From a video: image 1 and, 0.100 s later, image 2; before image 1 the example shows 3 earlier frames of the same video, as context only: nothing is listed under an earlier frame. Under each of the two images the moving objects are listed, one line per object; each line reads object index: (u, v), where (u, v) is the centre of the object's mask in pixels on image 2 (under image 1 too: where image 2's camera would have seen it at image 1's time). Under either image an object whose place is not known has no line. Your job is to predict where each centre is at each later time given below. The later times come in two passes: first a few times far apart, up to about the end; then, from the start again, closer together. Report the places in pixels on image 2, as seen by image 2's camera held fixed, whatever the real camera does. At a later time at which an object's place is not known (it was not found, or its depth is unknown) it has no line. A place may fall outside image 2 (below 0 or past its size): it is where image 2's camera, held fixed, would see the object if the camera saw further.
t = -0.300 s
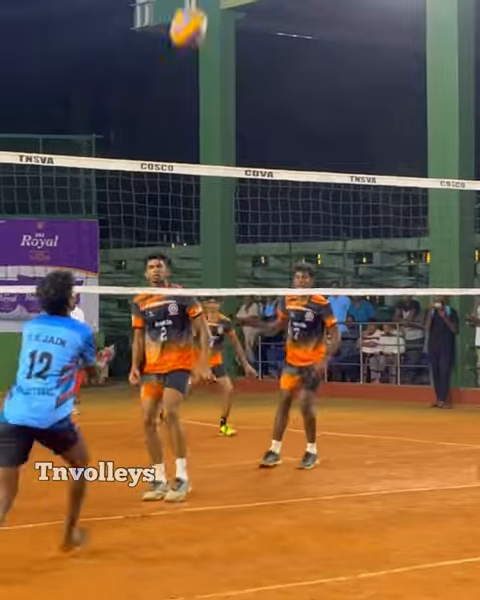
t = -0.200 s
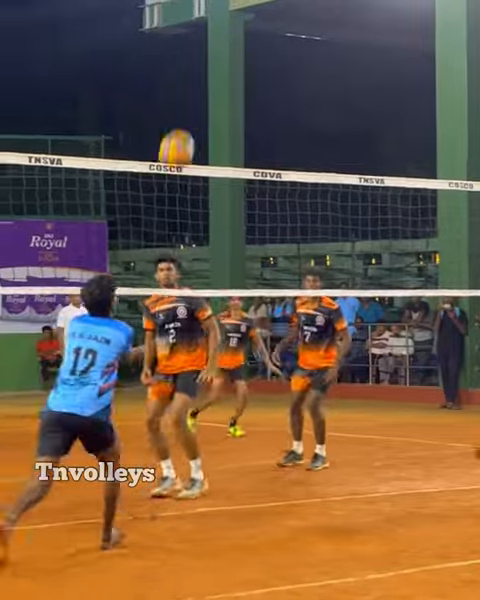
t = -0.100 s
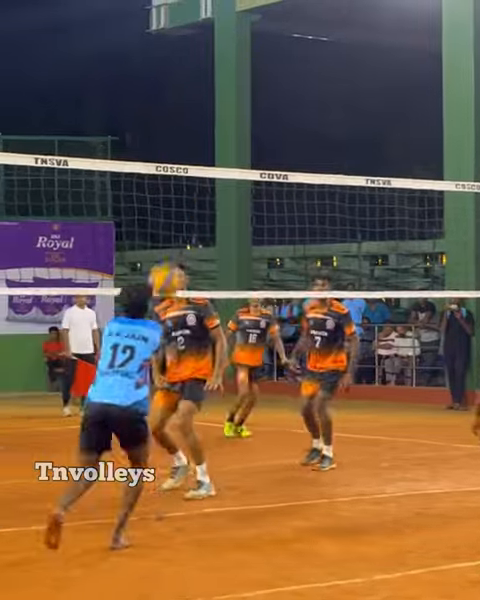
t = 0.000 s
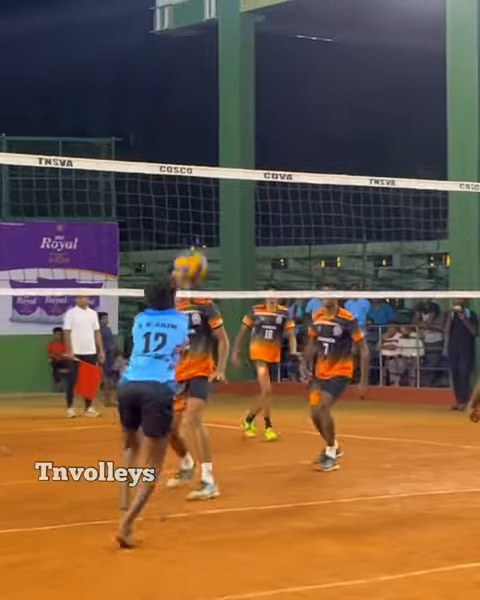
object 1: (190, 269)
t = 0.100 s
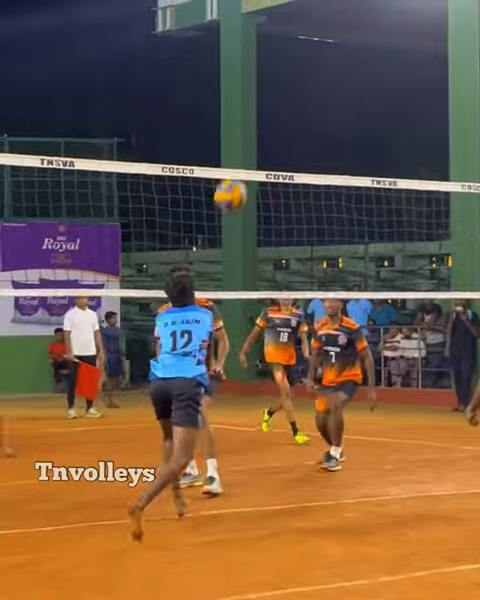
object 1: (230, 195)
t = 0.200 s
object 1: (265, 141)
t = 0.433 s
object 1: (337, 86)
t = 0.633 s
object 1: (389, 97)
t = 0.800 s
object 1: (426, 139)
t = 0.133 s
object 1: (242, 174)
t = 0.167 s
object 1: (254, 156)
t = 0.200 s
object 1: (265, 141)
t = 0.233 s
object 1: (276, 128)
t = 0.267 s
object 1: (287, 117)
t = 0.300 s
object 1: (298, 108)
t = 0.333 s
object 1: (308, 100)
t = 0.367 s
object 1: (318, 94)
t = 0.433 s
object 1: (337, 86)
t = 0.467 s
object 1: (346, 85)
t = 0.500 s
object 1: (355, 84)
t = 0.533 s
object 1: (364, 85)
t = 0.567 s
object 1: (372, 88)
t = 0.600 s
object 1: (380, 92)
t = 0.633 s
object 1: (389, 97)
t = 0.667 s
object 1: (396, 103)
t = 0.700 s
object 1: (404, 111)
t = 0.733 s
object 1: (412, 119)
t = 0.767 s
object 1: (419, 129)
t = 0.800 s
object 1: (426, 139)
